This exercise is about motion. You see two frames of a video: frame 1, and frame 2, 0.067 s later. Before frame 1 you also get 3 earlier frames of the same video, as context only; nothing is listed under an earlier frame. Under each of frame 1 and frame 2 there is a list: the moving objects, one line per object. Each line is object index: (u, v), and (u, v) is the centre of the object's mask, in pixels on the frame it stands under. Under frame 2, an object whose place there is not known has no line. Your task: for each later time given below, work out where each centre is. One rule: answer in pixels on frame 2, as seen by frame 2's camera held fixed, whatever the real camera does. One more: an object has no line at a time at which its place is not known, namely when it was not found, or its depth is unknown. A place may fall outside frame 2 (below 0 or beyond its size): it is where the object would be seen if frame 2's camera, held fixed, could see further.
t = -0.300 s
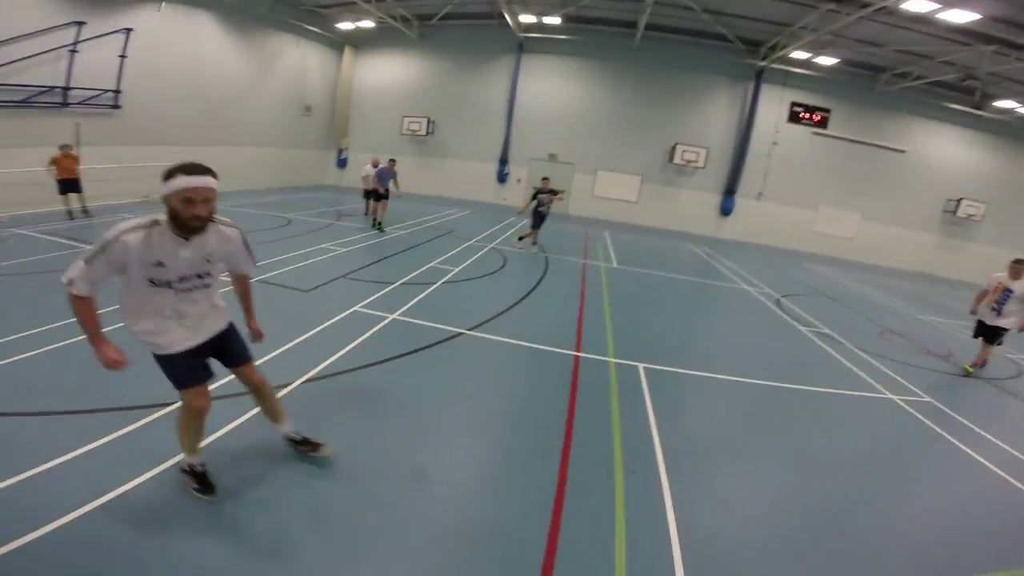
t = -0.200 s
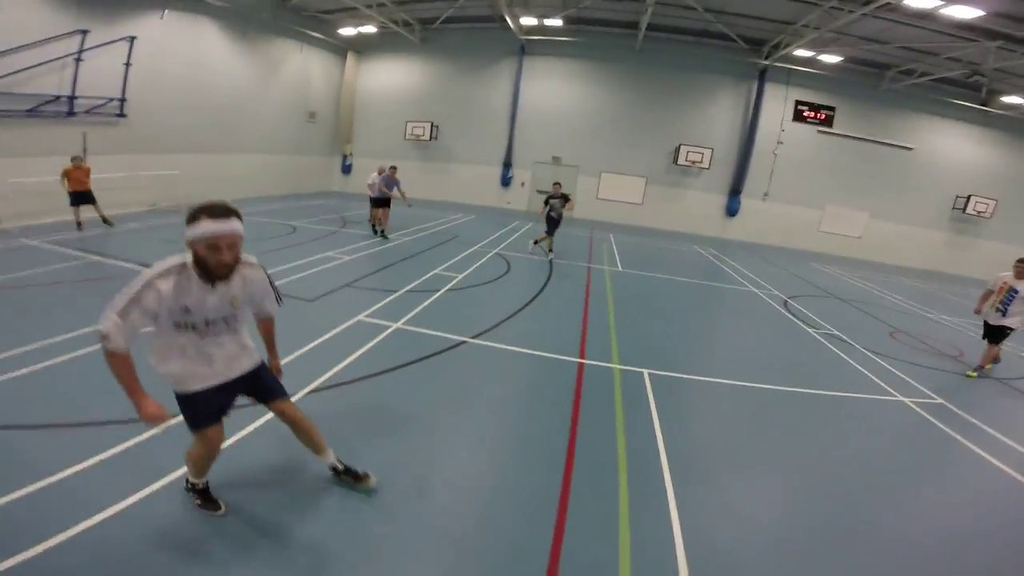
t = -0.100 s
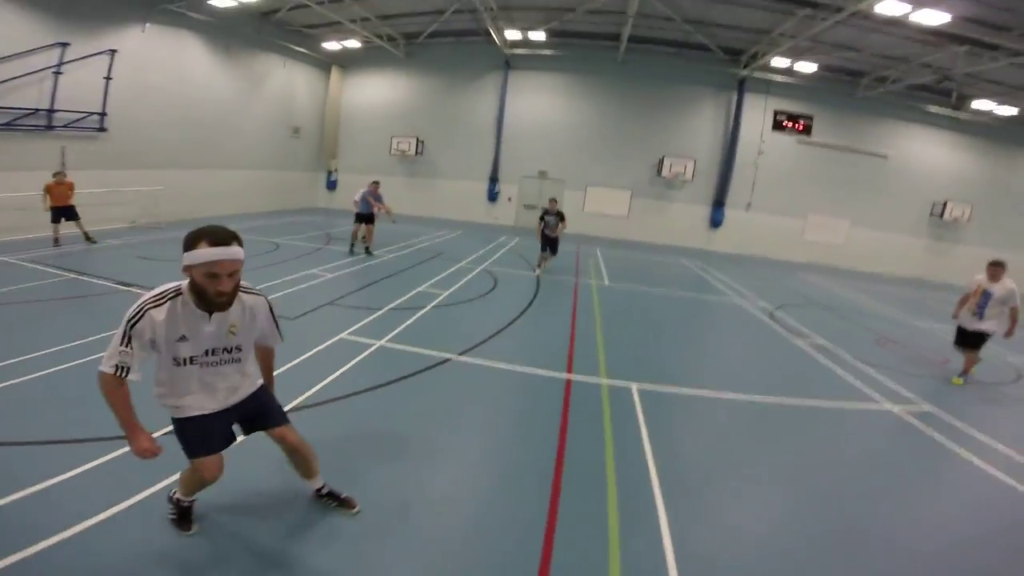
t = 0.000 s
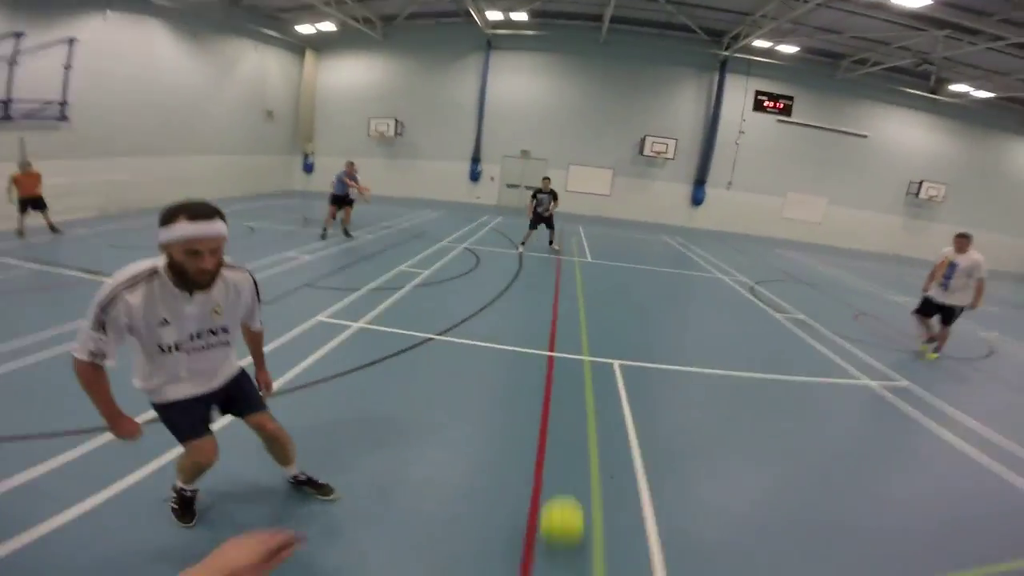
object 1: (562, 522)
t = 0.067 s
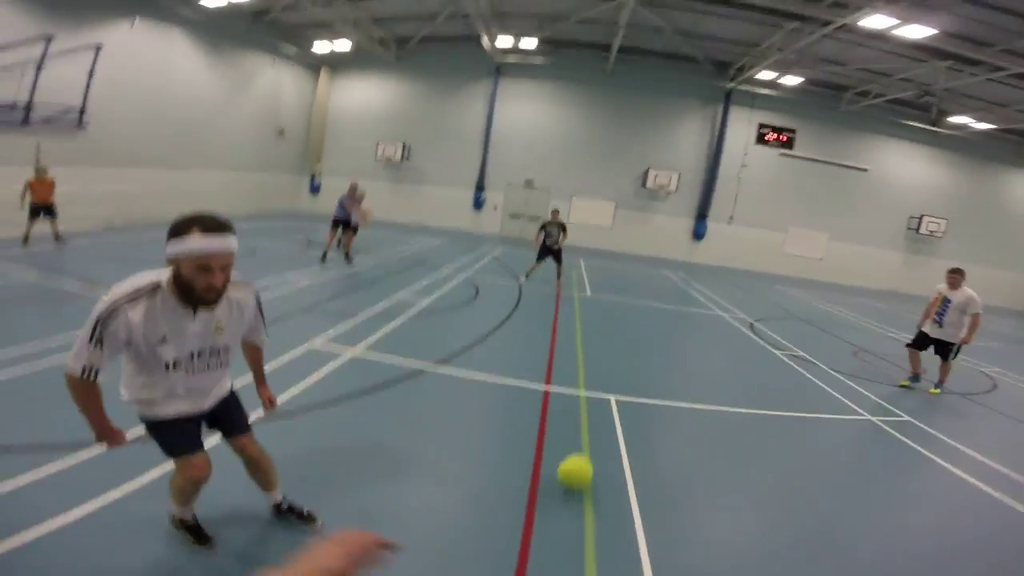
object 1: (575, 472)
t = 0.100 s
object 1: (582, 443)
